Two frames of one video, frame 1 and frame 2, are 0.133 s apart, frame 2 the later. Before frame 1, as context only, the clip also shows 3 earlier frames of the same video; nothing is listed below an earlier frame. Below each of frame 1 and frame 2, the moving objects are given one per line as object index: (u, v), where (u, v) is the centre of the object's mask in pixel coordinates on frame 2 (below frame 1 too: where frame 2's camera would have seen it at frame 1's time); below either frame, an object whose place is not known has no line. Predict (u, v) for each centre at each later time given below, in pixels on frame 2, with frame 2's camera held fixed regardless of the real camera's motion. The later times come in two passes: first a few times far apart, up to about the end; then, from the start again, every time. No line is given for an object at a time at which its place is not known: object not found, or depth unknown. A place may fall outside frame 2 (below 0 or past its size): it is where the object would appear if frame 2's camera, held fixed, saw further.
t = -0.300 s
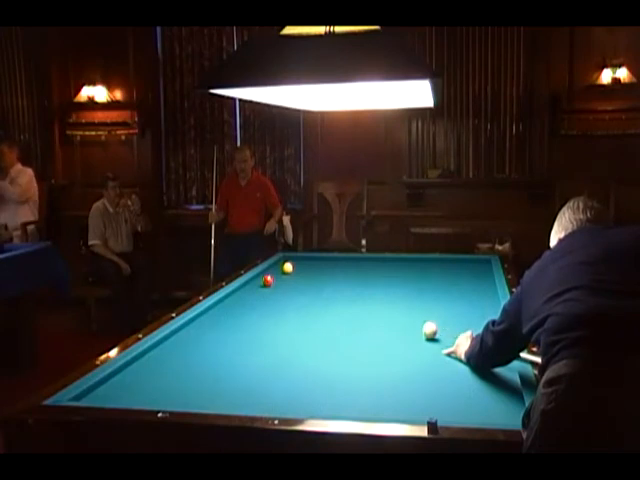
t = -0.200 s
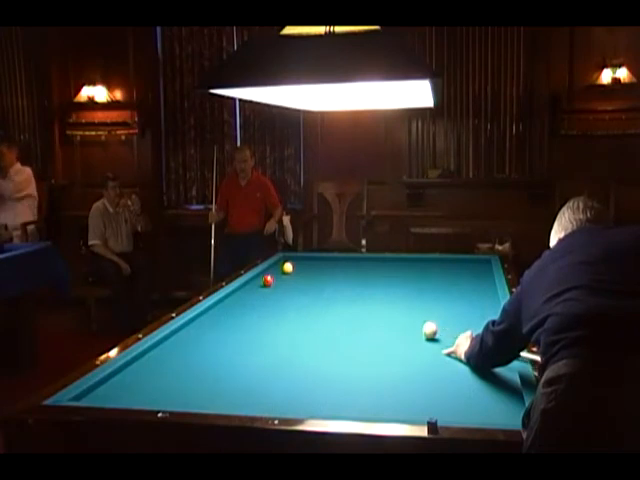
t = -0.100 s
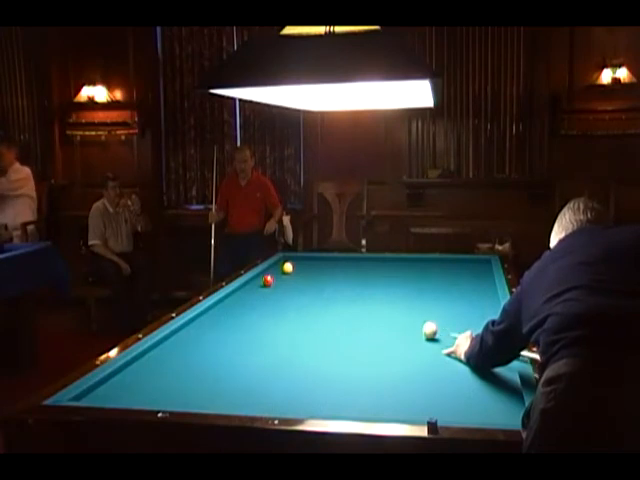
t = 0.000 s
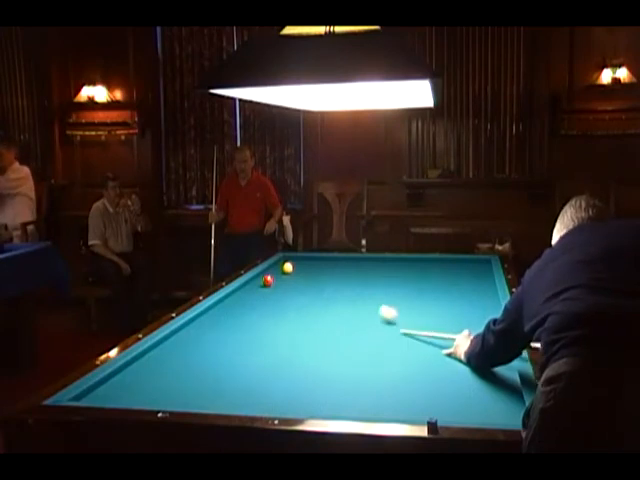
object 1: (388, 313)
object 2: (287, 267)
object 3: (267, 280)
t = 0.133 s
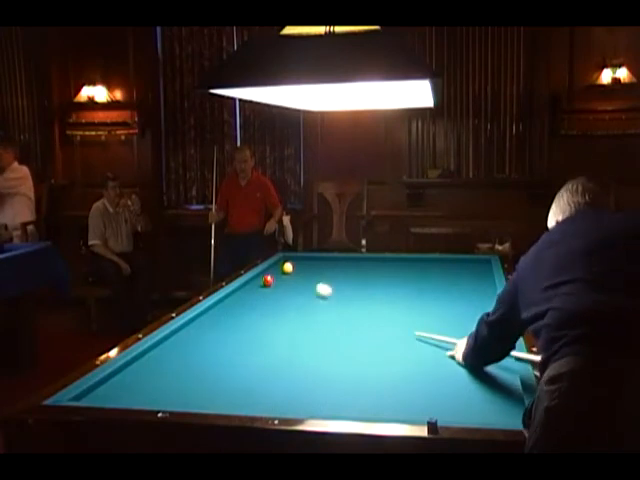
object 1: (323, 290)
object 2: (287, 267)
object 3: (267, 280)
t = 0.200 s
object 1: (298, 280)
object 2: (287, 267)
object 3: (267, 280)
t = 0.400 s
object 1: (281, 264)
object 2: (315, 266)
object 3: (267, 280)
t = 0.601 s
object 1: (288, 256)
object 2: (385, 265)
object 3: (267, 280)
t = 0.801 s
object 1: (281, 262)
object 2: (445, 265)
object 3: (267, 280)
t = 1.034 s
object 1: (278, 267)
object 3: (267, 280)
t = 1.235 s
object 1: (274, 271)
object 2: (429, 261)
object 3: (267, 280)
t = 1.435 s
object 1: (272, 276)
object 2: (398, 259)
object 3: (266, 280)
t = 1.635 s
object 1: (272, 278)
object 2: (369, 257)
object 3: (262, 284)
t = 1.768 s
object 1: (272, 279)
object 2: (351, 257)
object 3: (259, 286)
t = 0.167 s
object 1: (310, 285)
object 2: (287, 267)
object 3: (267, 280)
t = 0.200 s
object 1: (298, 280)
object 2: (287, 267)
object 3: (267, 280)
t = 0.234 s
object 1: (287, 277)
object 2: (287, 266)
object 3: (267, 280)
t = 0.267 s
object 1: (277, 273)
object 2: (287, 267)
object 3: (267, 280)
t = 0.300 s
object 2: (287, 267)
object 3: (267, 280)
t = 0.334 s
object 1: (278, 267)
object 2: (290, 267)
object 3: (267, 280)
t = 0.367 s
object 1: (280, 266)
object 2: (303, 266)
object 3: (267, 280)
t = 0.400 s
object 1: (281, 264)
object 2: (315, 266)
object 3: (267, 280)
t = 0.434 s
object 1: (282, 262)
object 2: (328, 266)
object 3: (267, 280)
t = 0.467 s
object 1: (282, 261)
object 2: (340, 266)
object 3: (267, 280)
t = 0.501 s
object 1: (283, 260)
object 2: (352, 266)
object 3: (267, 280)
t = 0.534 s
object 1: (284, 258)
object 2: (364, 266)
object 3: (267, 280)
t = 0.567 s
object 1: (286, 257)
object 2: (375, 266)
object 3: (267, 280)
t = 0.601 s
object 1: (288, 256)
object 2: (385, 265)
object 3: (267, 280)
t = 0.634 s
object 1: (286, 257)
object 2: (396, 265)
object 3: (267, 280)
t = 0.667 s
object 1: (284, 258)
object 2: (406, 265)
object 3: (267, 280)
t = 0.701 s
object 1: (283, 259)
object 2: (416, 265)
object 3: (267, 280)
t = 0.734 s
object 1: (283, 260)
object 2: (425, 265)
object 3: (267, 280)
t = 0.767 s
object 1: (282, 261)
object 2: (435, 265)
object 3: (267, 280)
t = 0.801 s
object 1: (281, 262)
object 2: (445, 265)
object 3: (267, 280)
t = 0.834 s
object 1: (281, 262)
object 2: (455, 265)
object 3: (267, 280)
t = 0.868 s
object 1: (281, 263)
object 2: (463, 264)
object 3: (267, 280)
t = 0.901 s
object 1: (280, 264)
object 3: (267, 280)
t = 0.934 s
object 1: (279, 265)
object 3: (267, 280)
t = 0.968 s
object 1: (279, 265)
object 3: (267, 280)
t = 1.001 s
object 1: (278, 266)
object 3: (267, 280)
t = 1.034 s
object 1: (278, 267)
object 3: (267, 280)
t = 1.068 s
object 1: (277, 268)
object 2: (459, 262)
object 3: (267, 280)
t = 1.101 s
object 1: (276, 268)
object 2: (452, 263)
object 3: (267, 280)
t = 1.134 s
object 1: (276, 269)
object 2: (446, 262)
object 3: (267, 280)
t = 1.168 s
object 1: (275, 270)
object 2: (440, 262)
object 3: (267, 280)
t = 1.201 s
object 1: (275, 271)
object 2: (434, 262)
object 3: (267, 280)
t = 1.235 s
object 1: (274, 271)
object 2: (429, 261)
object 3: (267, 280)
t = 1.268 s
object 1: (274, 272)
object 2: (423, 261)
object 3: (267, 280)
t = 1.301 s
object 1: (273, 273)
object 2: (418, 260)
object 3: (266, 281)
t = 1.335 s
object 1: (273, 274)
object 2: (413, 260)
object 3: (266, 280)
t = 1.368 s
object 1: (273, 274)
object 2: (408, 260)
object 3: (266, 280)
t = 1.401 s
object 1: (272, 275)
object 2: (403, 259)
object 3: (266, 280)
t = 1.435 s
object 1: (272, 276)
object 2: (398, 259)
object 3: (266, 280)
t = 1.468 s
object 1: (271, 276)
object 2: (393, 259)
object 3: (266, 281)
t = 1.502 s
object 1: (271, 277)
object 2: (388, 258)
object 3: (265, 282)
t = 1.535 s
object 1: (271, 277)
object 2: (384, 258)
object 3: (264, 282)
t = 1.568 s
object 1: (272, 278)
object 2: (379, 258)
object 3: (263, 283)
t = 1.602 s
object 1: (272, 278)
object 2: (374, 257)
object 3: (263, 283)
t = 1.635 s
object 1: (272, 278)
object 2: (369, 257)
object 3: (262, 284)
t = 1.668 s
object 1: (272, 279)
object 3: (261, 285)
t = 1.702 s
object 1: (272, 279)
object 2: (359, 259)
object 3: (261, 285)
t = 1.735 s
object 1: (272, 279)
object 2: (355, 257)
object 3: (260, 286)
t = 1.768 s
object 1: (272, 279)
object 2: (351, 257)
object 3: (259, 286)
